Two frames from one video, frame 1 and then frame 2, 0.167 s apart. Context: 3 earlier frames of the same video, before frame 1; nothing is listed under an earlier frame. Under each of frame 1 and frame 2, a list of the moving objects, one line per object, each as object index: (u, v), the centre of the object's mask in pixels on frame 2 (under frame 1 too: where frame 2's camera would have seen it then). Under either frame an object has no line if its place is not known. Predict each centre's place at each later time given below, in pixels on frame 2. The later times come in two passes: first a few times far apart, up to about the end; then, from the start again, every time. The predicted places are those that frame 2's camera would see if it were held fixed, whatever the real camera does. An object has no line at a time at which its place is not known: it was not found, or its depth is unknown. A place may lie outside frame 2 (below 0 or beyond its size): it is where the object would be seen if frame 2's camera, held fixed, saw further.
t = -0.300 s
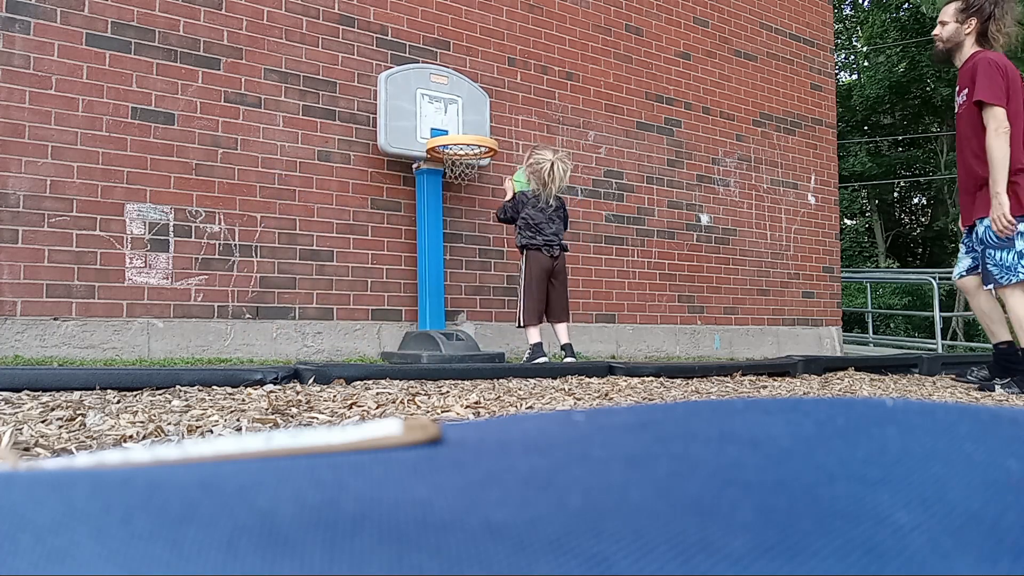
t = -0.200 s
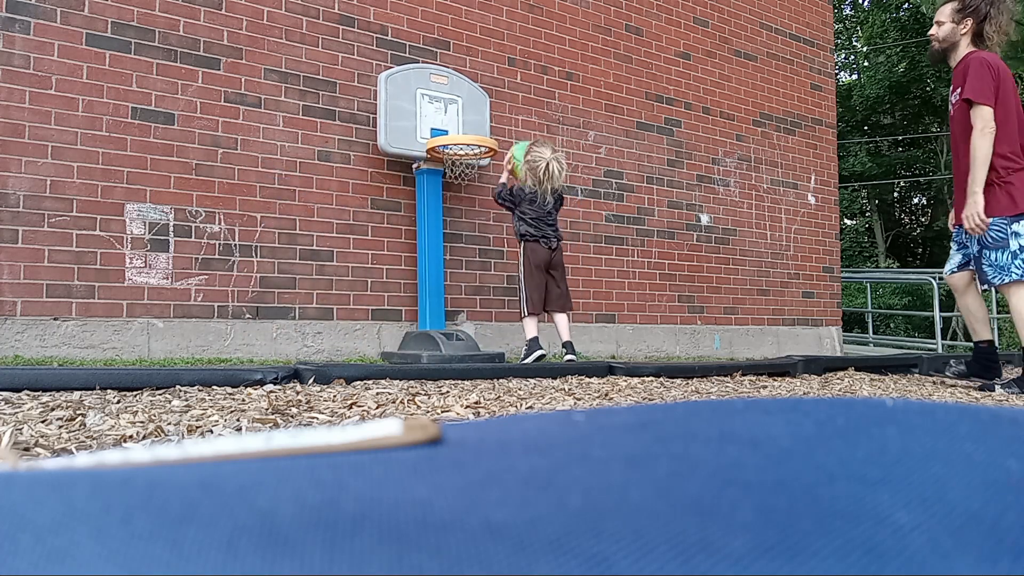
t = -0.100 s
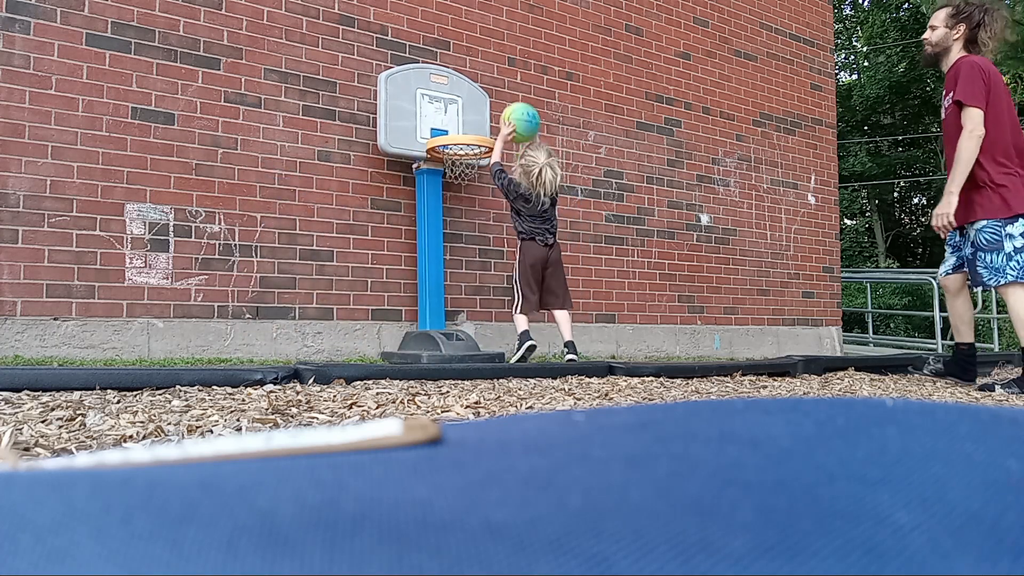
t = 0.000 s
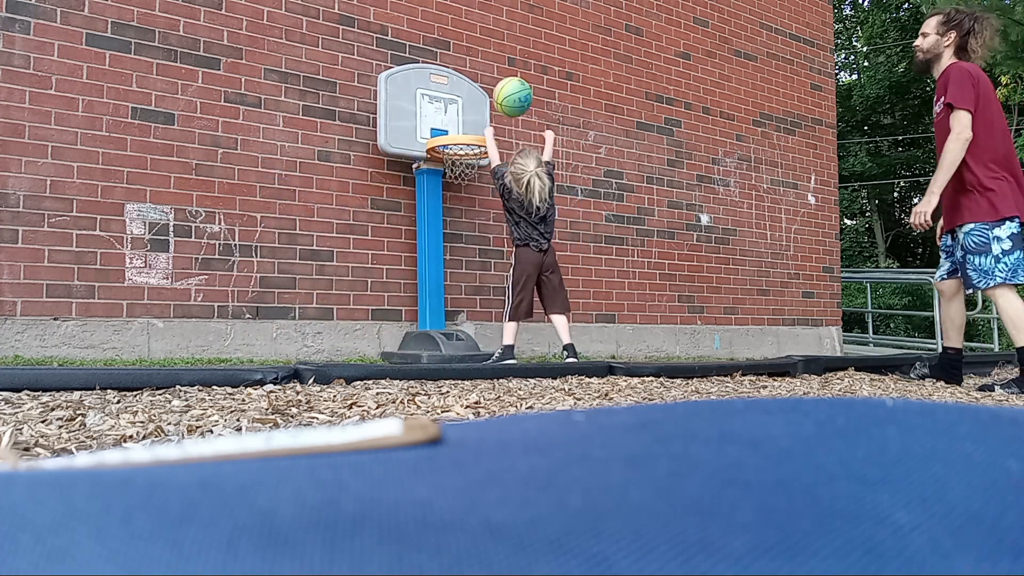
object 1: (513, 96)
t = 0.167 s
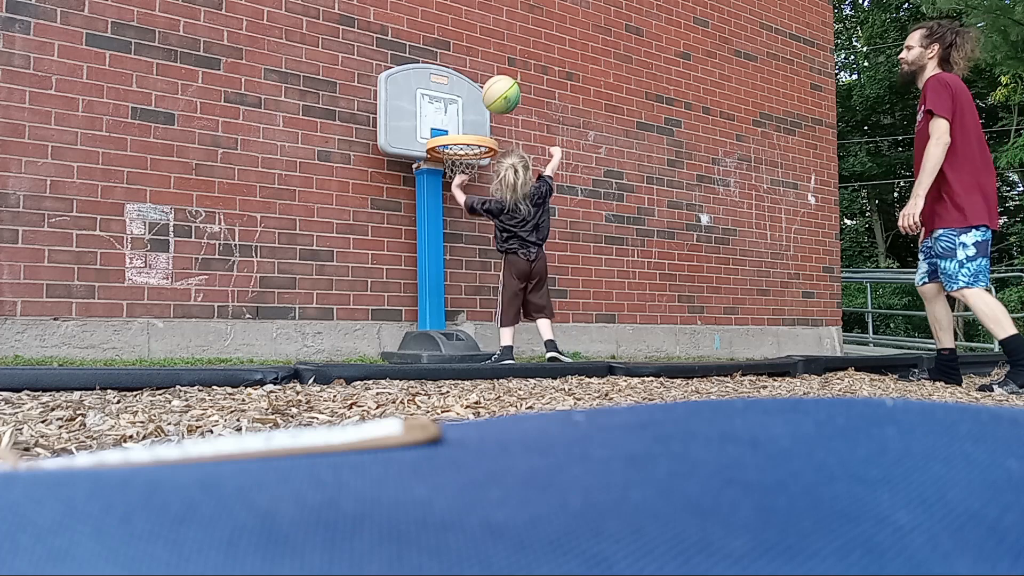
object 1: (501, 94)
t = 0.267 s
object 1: (495, 116)
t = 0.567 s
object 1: (471, 131)
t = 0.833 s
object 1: (440, 252)
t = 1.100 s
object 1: (352, 302)
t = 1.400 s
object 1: (175, 315)
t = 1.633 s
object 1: (13, 338)
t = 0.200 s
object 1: (499, 100)
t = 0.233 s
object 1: (497, 107)
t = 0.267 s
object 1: (495, 116)
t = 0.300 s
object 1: (493, 124)
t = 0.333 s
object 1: (491, 123)
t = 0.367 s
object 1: (488, 121)
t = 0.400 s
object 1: (485, 120)
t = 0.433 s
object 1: (482, 120)
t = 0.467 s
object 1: (480, 122)
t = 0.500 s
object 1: (477, 124)
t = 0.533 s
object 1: (474, 127)
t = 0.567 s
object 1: (471, 131)
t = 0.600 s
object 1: (466, 157)
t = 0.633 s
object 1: (463, 162)
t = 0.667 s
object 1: (459, 170)
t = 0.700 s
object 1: (456, 183)
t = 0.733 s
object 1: (452, 197)
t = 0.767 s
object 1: (448, 213)
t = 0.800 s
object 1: (444, 231)
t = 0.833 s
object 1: (440, 252)
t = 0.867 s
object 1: (436, 274)
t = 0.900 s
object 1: (432, 298)
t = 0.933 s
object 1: (428, 322)
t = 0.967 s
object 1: (415, 314)
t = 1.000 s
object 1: (400, 309)
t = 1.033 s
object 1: (385, 304)
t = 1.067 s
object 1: (369, 302)
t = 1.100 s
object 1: (352, 302)
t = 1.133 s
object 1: (335, 304)
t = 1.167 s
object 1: (317, 308)
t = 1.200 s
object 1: (298, 315)
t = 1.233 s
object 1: (278, 324)
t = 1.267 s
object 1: (257, 337)
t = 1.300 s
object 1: (236, 344)
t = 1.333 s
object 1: (217, 332)
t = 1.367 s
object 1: (196, 322)
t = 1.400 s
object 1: (175, 315)
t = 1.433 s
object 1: (153, 311)
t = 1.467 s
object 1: (131, 309)
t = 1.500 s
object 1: (107, 308)
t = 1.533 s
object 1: (82, 310)
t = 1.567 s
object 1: (53, 316)
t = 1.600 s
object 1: (28, 326)
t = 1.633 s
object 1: (13, 338)
